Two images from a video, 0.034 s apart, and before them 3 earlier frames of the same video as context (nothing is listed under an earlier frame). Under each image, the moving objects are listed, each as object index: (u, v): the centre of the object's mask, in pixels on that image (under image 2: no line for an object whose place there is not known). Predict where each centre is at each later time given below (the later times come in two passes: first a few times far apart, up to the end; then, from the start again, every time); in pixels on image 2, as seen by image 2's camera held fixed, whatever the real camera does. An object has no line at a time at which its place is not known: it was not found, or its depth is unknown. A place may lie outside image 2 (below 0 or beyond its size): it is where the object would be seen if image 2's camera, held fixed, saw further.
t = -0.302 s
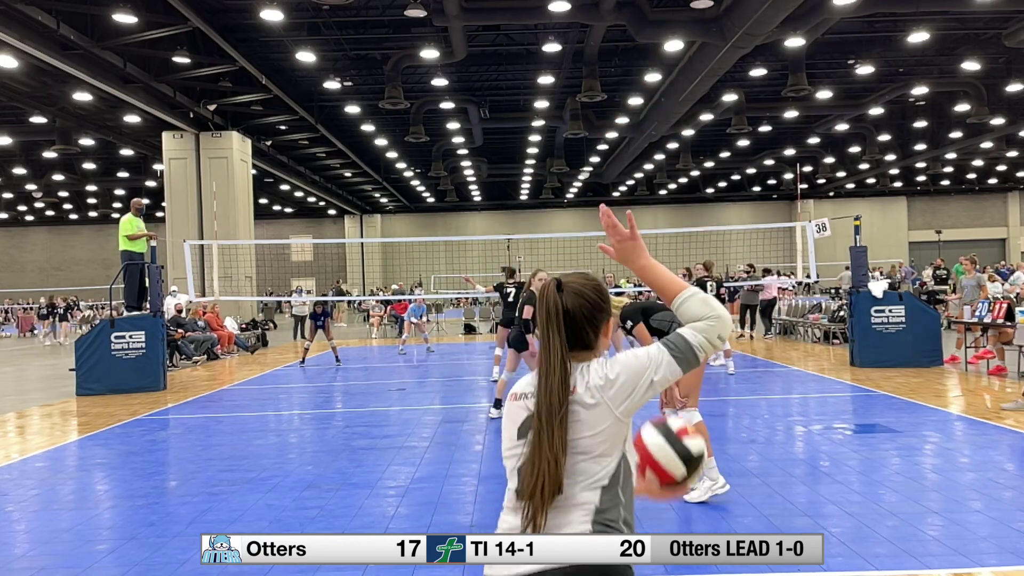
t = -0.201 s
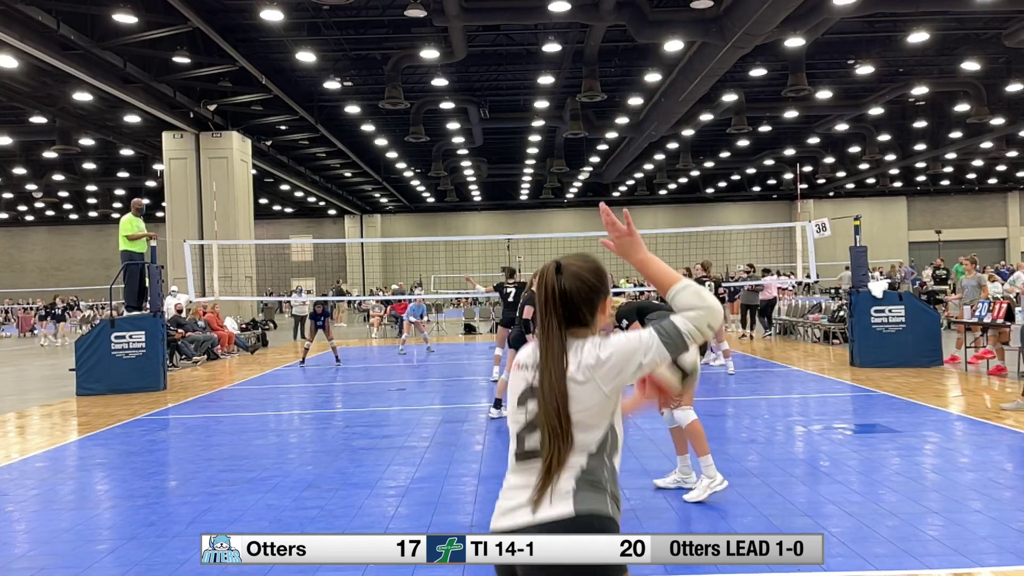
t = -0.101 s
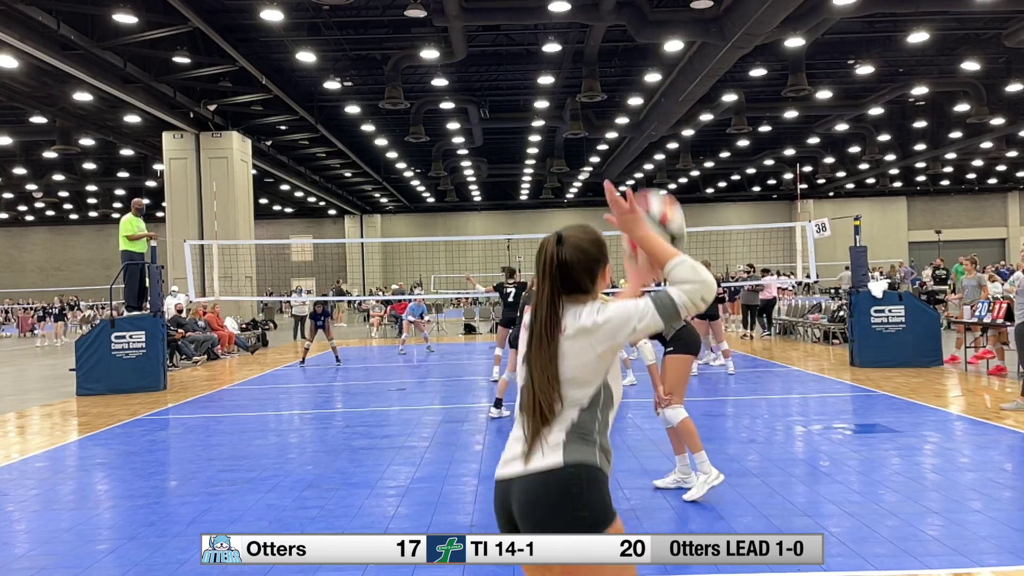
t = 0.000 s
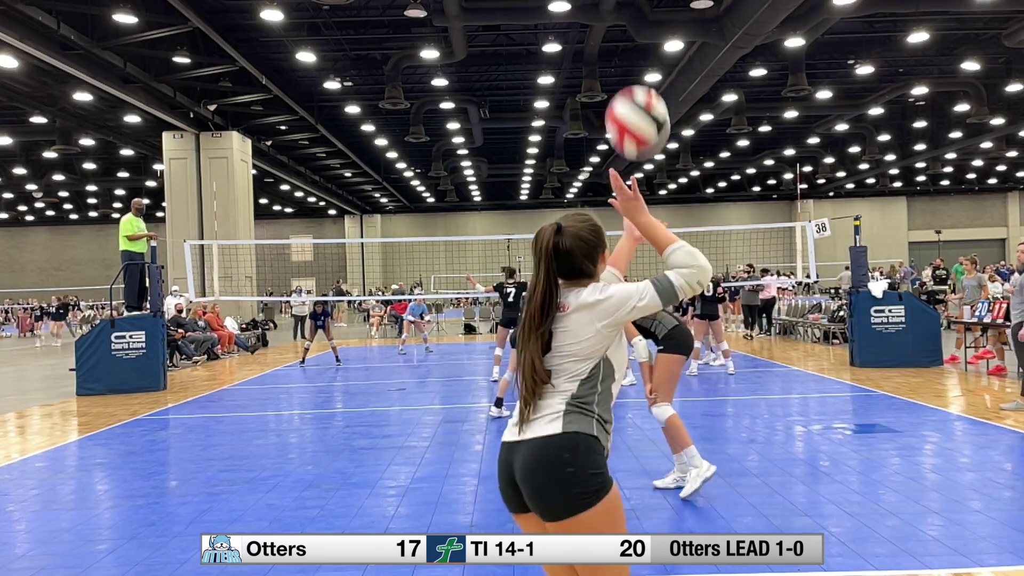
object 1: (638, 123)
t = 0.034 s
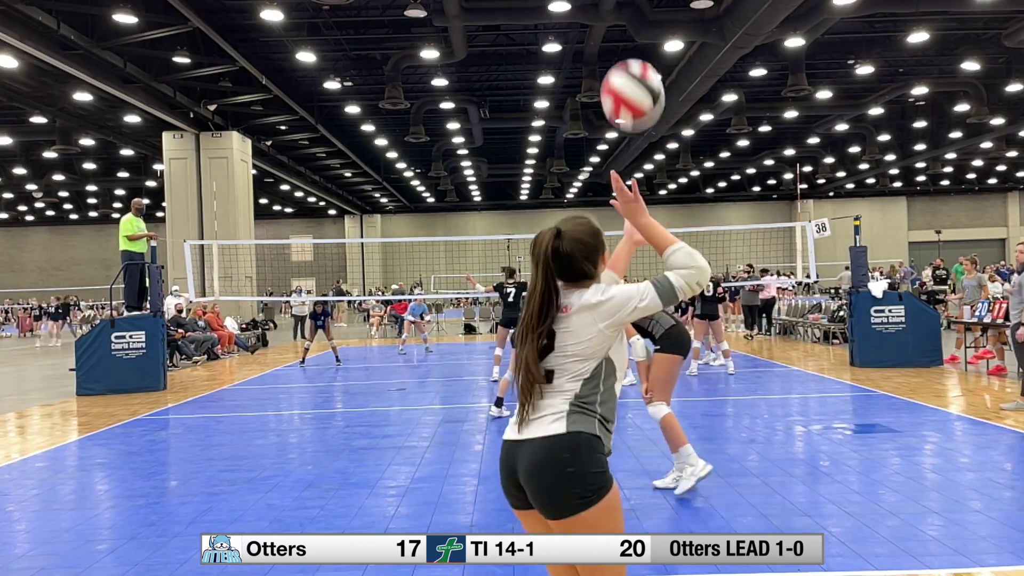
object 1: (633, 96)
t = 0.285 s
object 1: (601, 16)
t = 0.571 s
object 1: (578, 101)
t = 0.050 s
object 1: (630, 83)
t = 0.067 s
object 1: (628, 72)
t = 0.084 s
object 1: (625, 62)
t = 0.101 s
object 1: (623, 53)
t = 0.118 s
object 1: (621, 45)
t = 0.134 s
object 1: (619, 37)
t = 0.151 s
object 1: (617, 31)
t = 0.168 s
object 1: (615, 27)
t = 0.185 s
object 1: (613, 24)
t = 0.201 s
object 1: (611, 21)
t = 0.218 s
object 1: (609, 19)
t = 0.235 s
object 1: (607, 18)
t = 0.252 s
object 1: (605, 17)
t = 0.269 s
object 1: (603, 16)
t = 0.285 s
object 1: (601, 16)
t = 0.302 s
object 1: (599, 16)
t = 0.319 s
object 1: (598, 17)
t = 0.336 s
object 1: (596, 17)
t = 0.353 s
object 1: (594, 19)
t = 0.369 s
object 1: (593, 20)
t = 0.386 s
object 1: (592, 22)
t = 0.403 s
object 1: (590, 25)
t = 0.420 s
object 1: (589, 29)
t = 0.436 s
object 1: (587, 34)
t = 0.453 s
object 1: (586, 40)
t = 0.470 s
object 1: (585, 47)
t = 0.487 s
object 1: (584, 55)
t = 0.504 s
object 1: (582, 63)
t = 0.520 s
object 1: (581, 72)
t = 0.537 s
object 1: (580, 81)
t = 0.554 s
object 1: (579, 91)
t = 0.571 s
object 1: (578, 101)
